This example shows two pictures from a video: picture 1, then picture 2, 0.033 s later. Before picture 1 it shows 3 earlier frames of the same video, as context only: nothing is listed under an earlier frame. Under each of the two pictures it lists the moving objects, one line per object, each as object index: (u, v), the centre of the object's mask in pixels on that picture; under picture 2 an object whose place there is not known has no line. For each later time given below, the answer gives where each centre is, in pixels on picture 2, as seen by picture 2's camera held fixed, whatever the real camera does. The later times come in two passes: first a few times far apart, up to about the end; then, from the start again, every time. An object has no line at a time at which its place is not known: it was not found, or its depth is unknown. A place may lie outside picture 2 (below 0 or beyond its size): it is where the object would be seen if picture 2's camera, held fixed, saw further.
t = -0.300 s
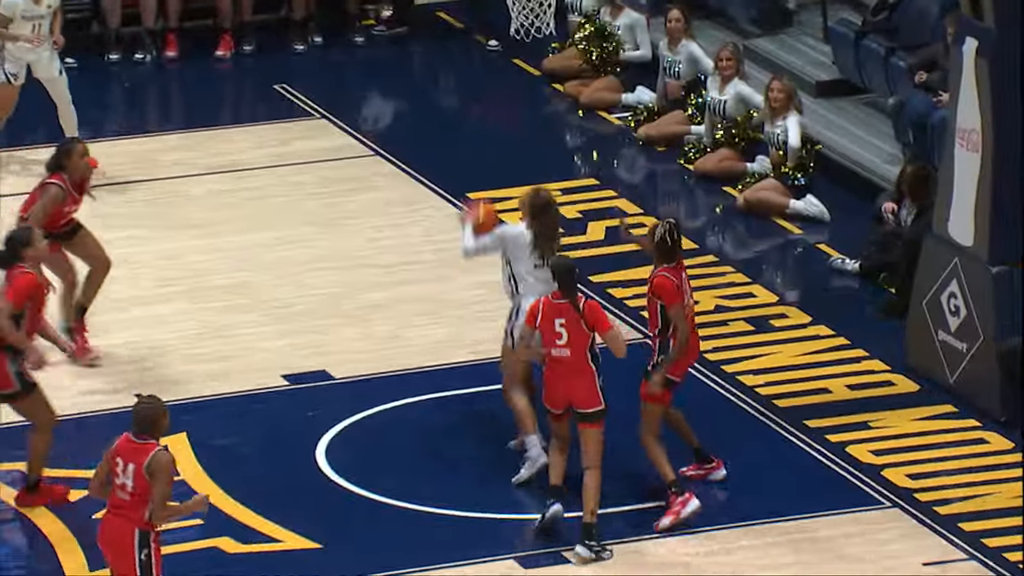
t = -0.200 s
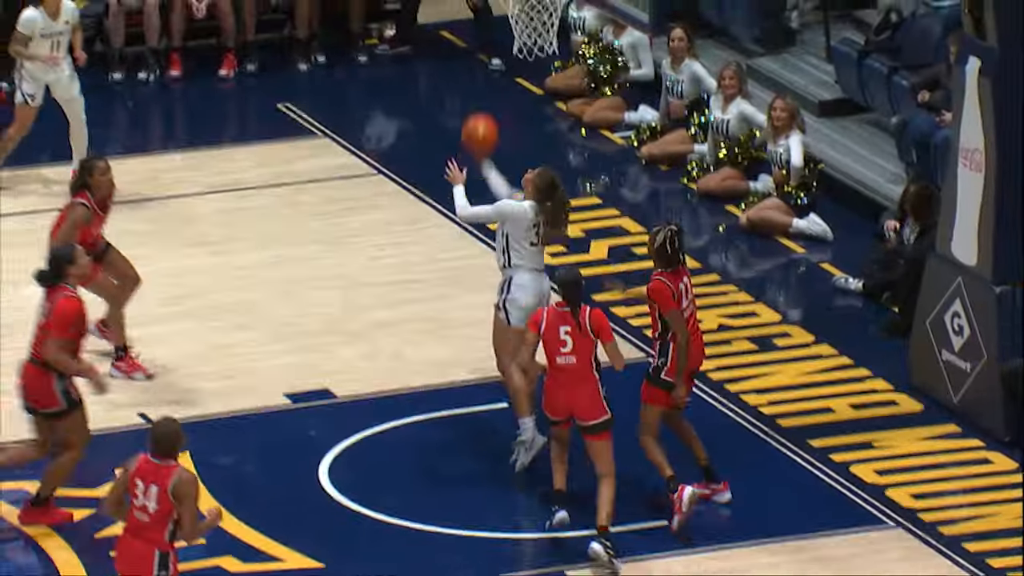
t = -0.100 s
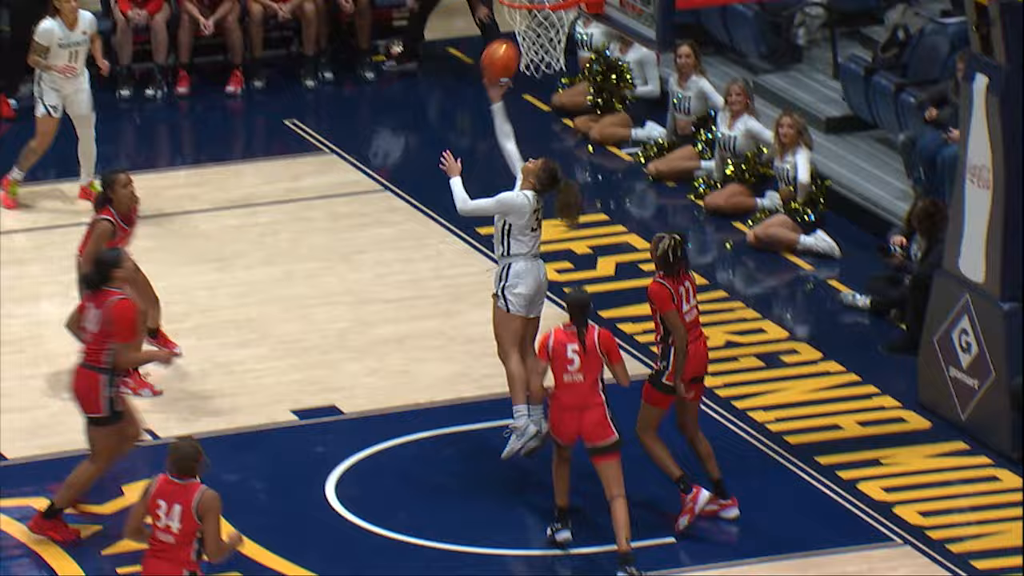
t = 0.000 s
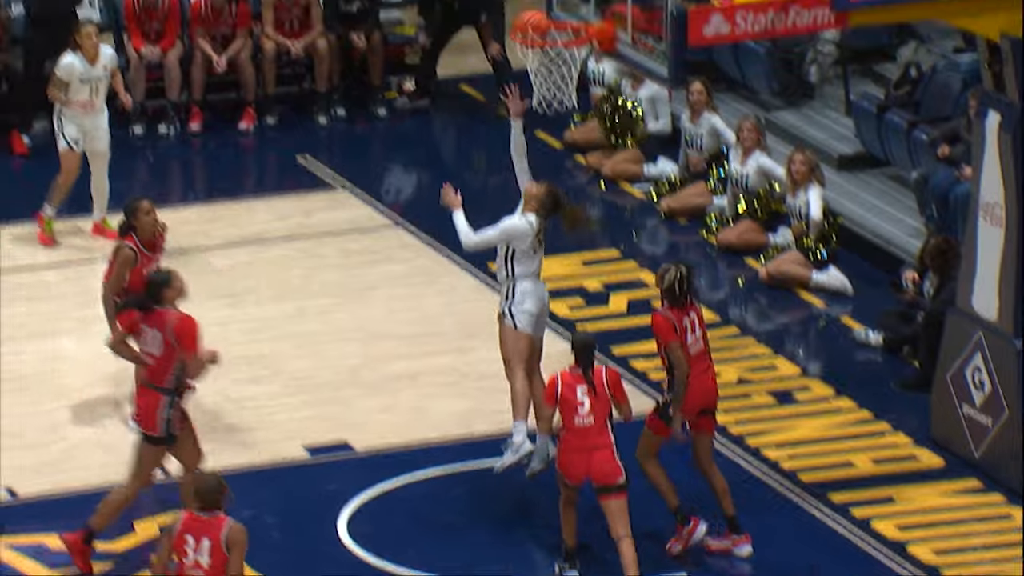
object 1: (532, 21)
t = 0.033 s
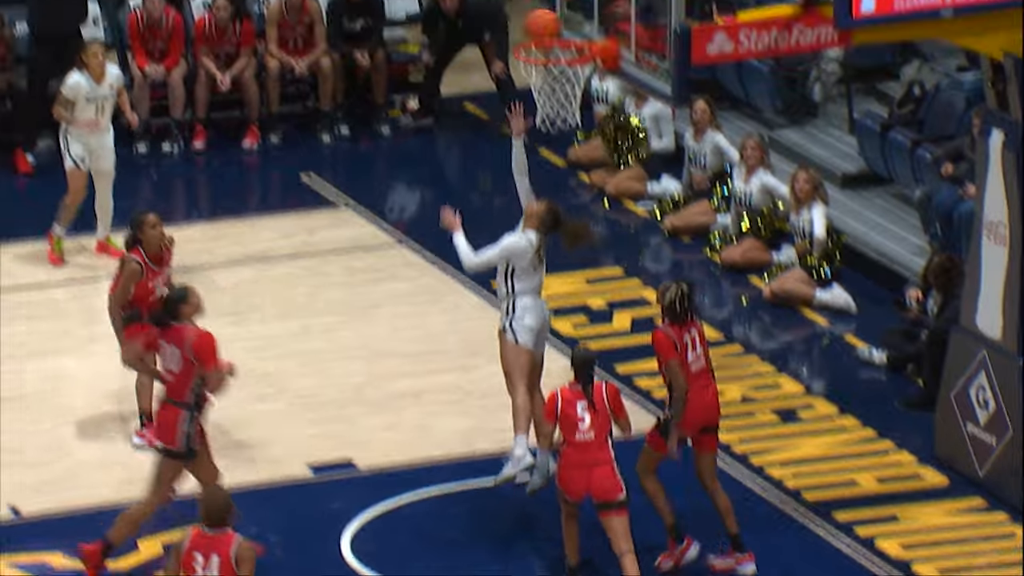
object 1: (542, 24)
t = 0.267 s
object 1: (574, -48)
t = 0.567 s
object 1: (562, 8)
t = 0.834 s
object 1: (555, 77)
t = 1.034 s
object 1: (580, 170)
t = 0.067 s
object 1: (549, 10)
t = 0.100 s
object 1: (556, -5)
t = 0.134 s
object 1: (563, -19)
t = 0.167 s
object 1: (570, -32)
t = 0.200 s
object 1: (576, -42)
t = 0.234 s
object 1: (575, -46)
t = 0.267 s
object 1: (574, -48)
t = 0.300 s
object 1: (573, -49)
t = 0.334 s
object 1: (572, -48)
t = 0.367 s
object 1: (571, -46)
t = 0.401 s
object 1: (569, -43)
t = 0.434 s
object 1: (568, -36)
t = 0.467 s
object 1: (566, -27)
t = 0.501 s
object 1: (564, -18)
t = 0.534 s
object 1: (563, -6)
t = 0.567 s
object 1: (562, 8)
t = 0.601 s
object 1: (560, 22)
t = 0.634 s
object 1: (559, 39)
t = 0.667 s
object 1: (556, 46)
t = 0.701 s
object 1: (554, 47)
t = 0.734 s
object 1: (551, 49)
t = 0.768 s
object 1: (548, 58)
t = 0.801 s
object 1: (549, 66)
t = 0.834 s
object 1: (555, 77)
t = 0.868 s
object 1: (559, 86)
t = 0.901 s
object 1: (565, 101)
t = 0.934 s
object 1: (569, 117)
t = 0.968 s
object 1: (573, 133)
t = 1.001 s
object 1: (577, 151)
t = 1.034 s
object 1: (580, 170)
